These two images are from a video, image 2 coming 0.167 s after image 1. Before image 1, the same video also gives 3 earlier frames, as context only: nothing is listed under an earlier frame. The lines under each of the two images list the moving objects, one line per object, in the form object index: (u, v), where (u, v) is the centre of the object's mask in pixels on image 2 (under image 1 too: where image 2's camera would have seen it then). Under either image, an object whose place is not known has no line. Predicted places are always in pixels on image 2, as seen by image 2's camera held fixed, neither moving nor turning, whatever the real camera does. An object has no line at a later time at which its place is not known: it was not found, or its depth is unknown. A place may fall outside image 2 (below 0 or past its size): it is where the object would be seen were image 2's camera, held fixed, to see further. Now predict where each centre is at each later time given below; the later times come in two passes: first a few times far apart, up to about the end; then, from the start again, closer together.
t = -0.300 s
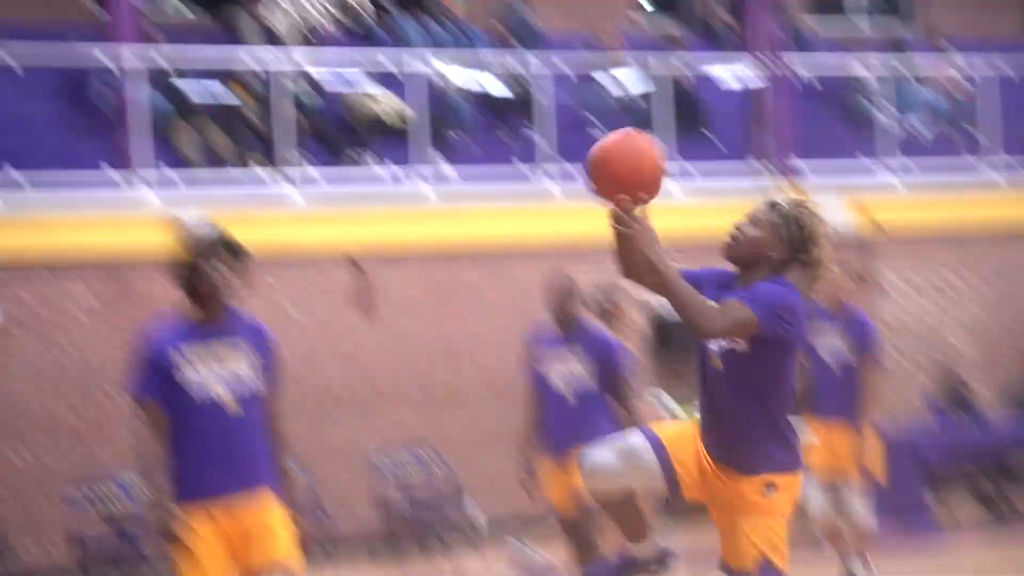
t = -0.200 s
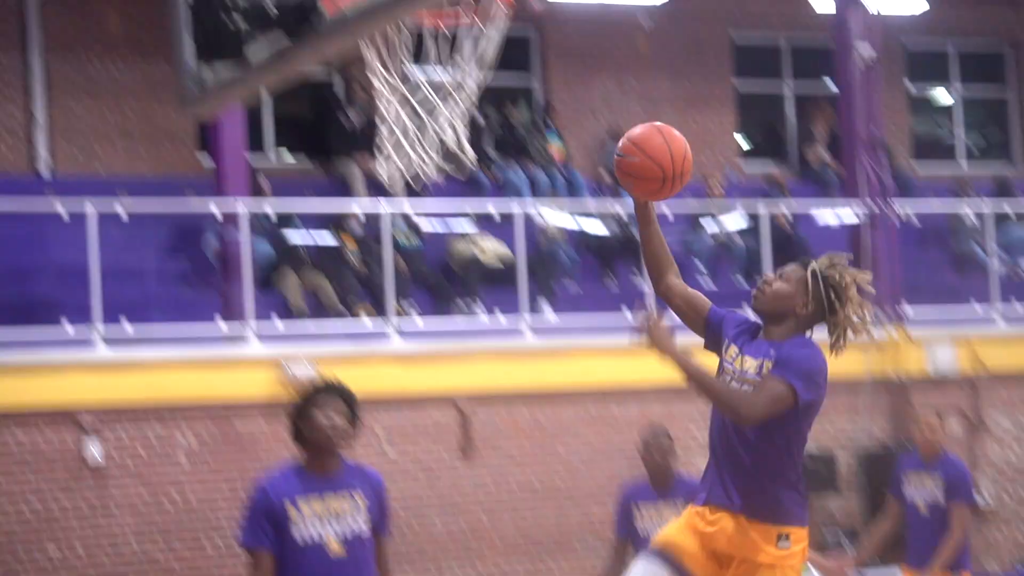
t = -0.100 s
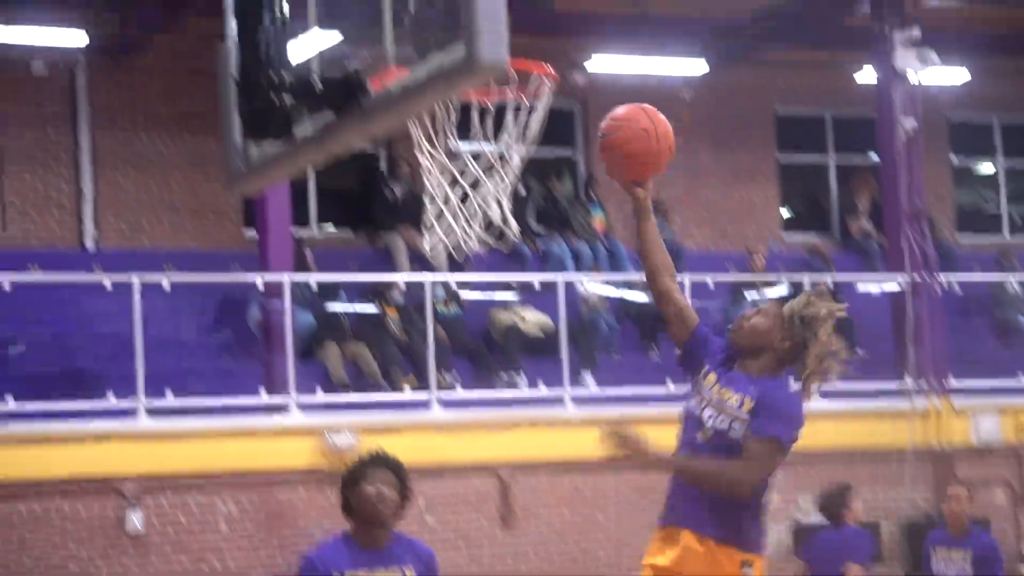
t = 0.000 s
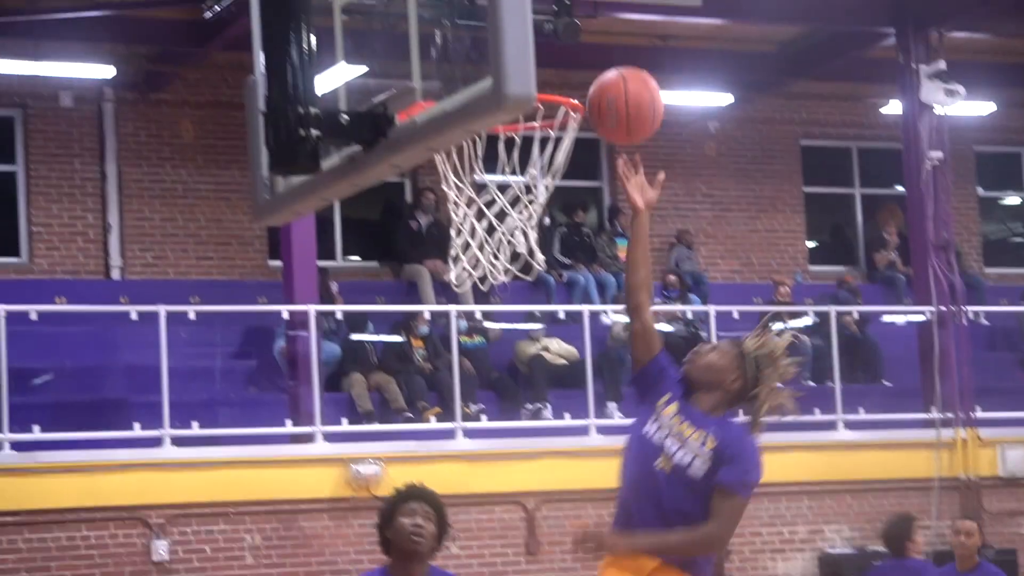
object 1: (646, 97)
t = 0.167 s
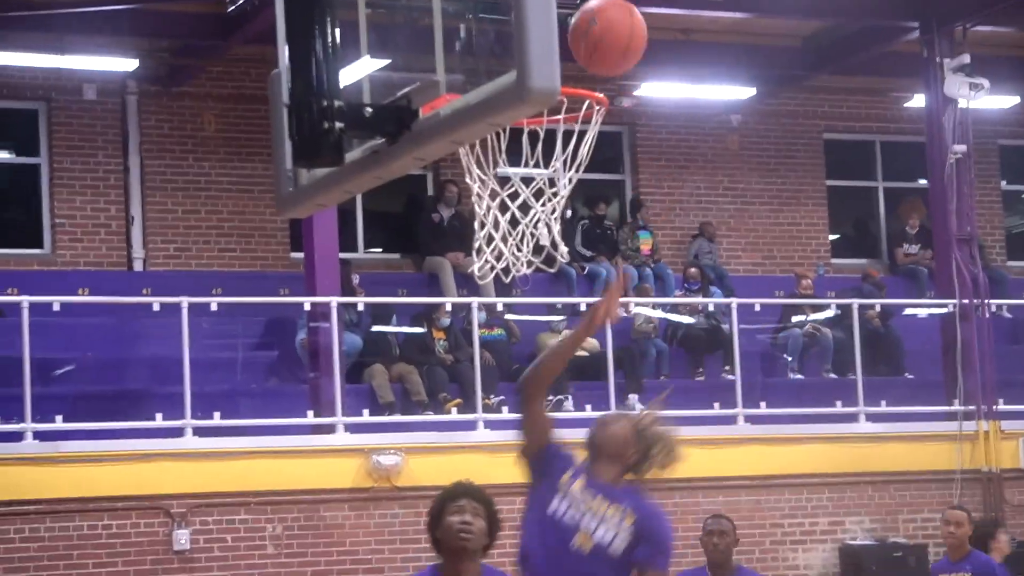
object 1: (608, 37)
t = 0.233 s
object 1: (595, 39)
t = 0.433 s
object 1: (558, 123)
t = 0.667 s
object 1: (511, 339)
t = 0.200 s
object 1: (600, 36)
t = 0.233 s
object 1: (595, 39)
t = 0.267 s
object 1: (592, 43)
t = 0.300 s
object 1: (588, 49)
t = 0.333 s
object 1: (584, 55)
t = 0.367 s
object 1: (582, 63)
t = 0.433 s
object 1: (558, 123)
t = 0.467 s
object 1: (547, 142)
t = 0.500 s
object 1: (539, 166)
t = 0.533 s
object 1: (534, 197)
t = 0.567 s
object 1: (527, 227)
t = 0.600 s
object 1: (522, 259)
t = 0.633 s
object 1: (517, 295)
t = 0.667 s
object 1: (511, 339)
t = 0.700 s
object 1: (506, 379)
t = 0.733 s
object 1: (502, 428)
